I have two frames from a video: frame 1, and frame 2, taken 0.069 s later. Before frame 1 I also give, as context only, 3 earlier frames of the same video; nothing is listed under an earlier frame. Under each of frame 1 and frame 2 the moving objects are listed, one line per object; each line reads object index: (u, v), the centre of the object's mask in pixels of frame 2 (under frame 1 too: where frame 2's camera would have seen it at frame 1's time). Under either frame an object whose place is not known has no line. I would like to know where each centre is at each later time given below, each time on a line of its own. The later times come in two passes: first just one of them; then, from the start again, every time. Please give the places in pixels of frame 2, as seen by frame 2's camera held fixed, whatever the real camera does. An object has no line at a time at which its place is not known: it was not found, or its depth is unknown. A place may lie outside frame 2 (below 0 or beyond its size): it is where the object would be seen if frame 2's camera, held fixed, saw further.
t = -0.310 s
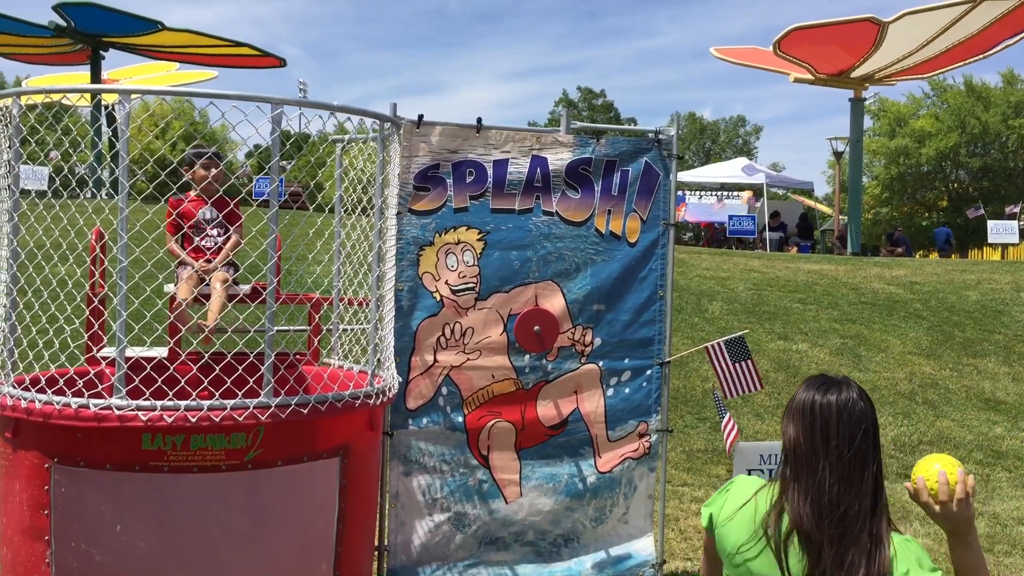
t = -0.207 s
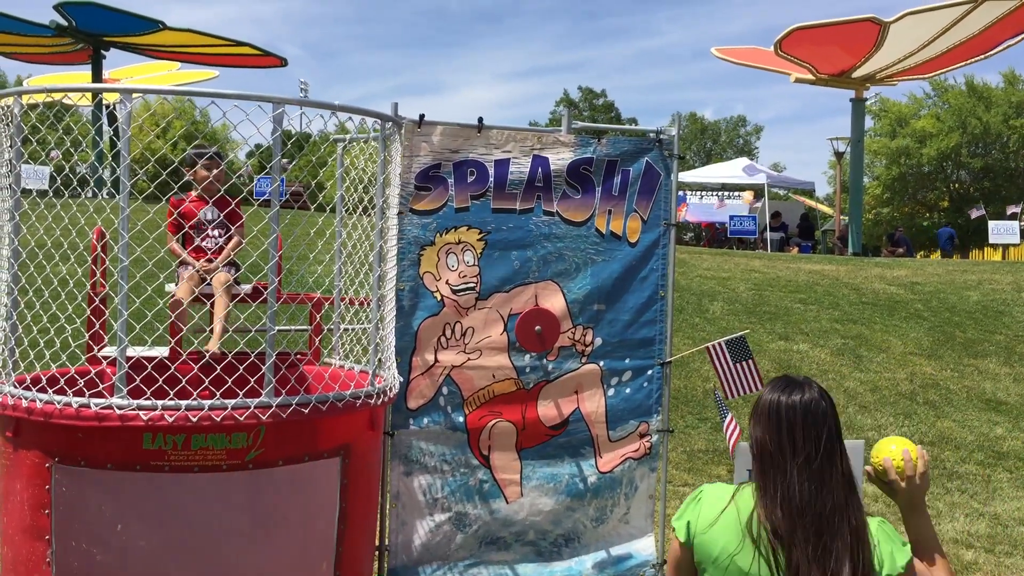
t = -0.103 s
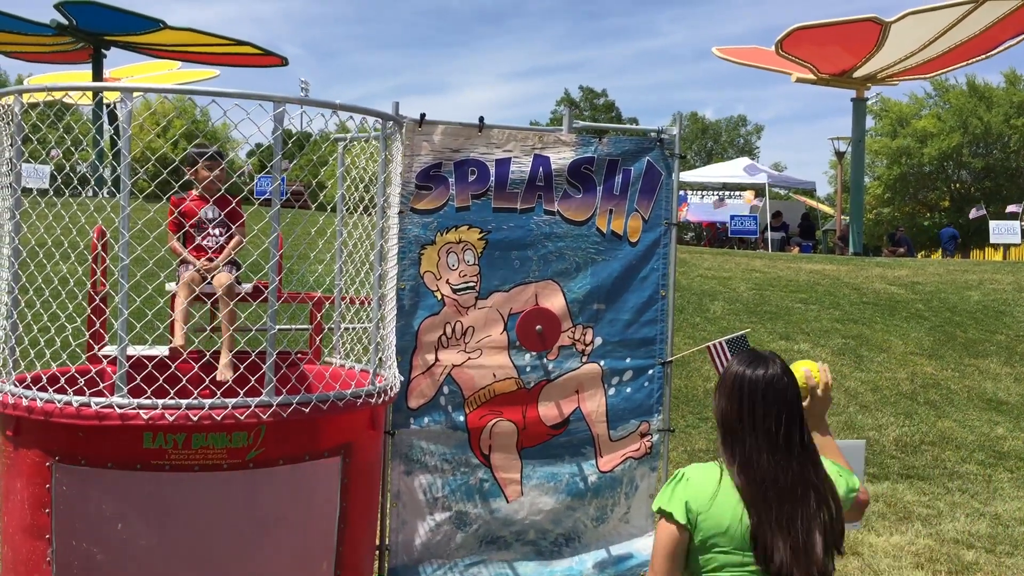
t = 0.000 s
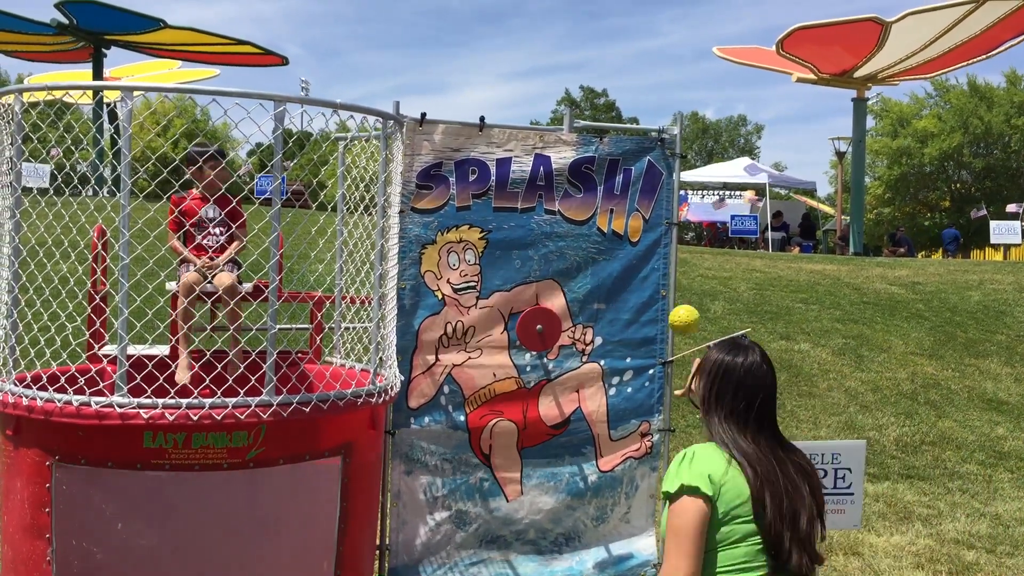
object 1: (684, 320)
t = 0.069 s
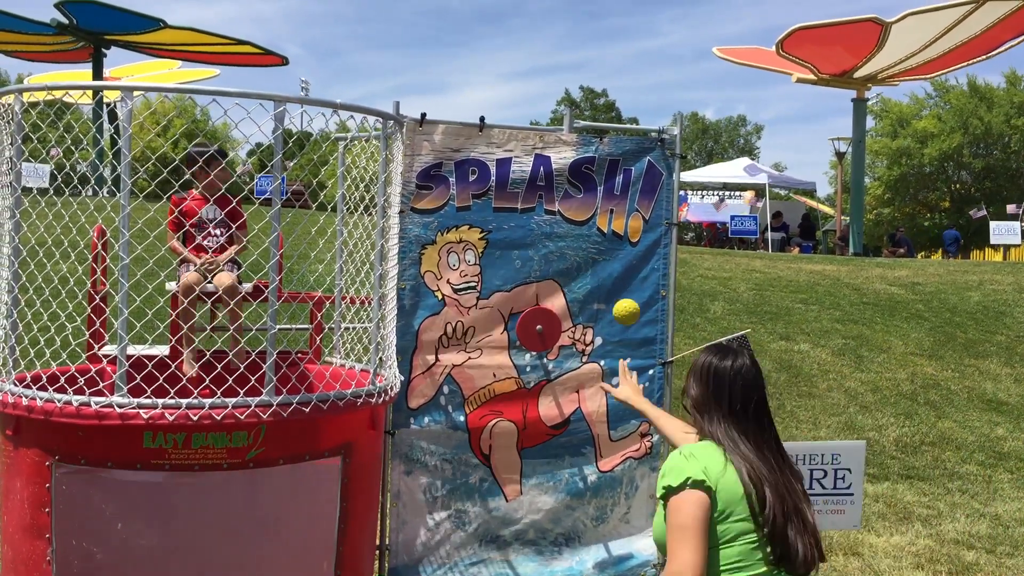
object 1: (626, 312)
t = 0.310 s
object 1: (536, 417)
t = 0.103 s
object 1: (602, 312)
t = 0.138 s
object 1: (563, 321)
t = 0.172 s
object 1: (547, 328)
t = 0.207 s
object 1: (536, 340)
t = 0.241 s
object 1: (536, 362)
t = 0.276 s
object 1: (536, 387)
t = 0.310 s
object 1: (536, 417)
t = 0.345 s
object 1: (537, 450)
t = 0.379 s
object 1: (537, 487)
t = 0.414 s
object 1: (538, 529)
